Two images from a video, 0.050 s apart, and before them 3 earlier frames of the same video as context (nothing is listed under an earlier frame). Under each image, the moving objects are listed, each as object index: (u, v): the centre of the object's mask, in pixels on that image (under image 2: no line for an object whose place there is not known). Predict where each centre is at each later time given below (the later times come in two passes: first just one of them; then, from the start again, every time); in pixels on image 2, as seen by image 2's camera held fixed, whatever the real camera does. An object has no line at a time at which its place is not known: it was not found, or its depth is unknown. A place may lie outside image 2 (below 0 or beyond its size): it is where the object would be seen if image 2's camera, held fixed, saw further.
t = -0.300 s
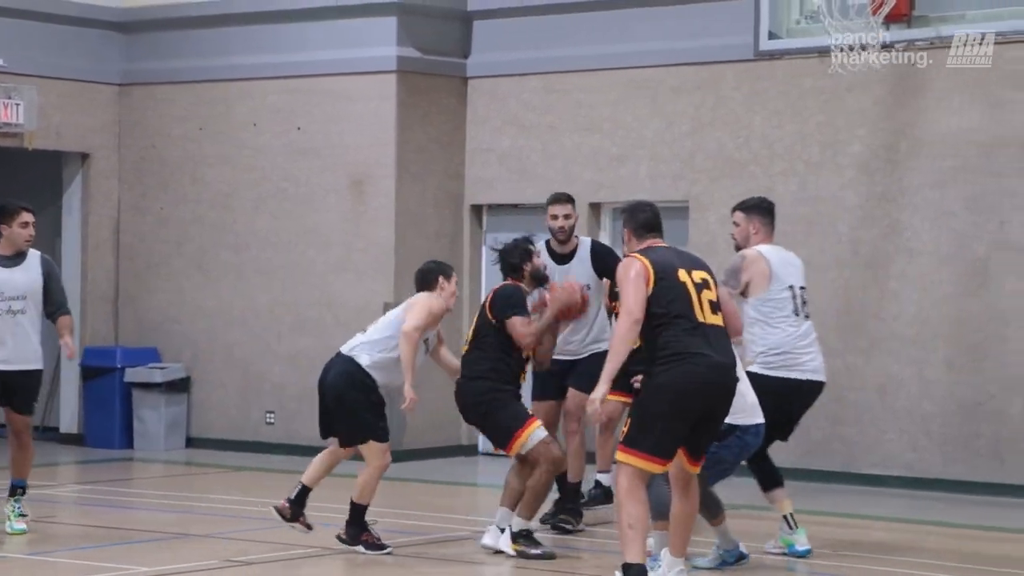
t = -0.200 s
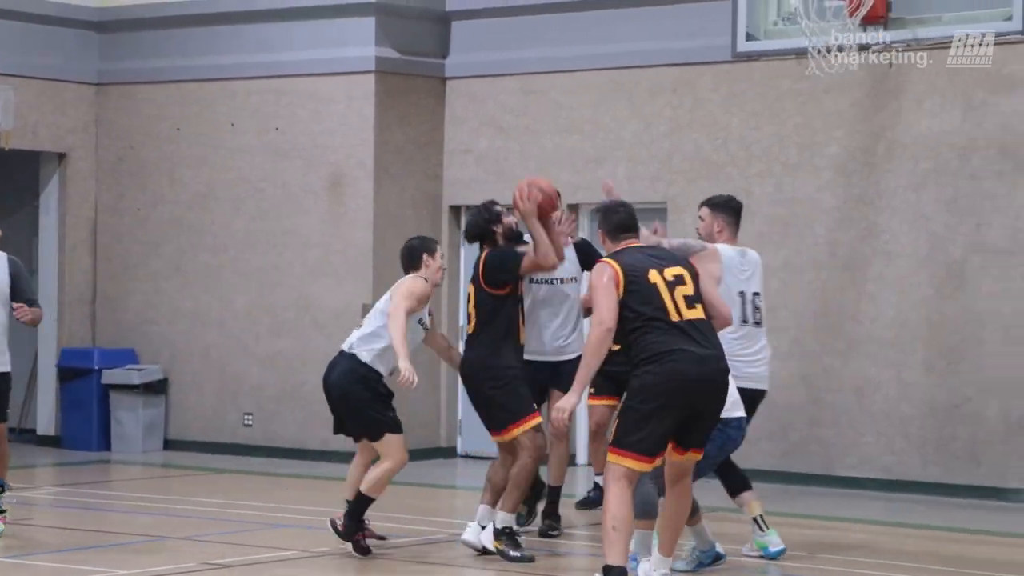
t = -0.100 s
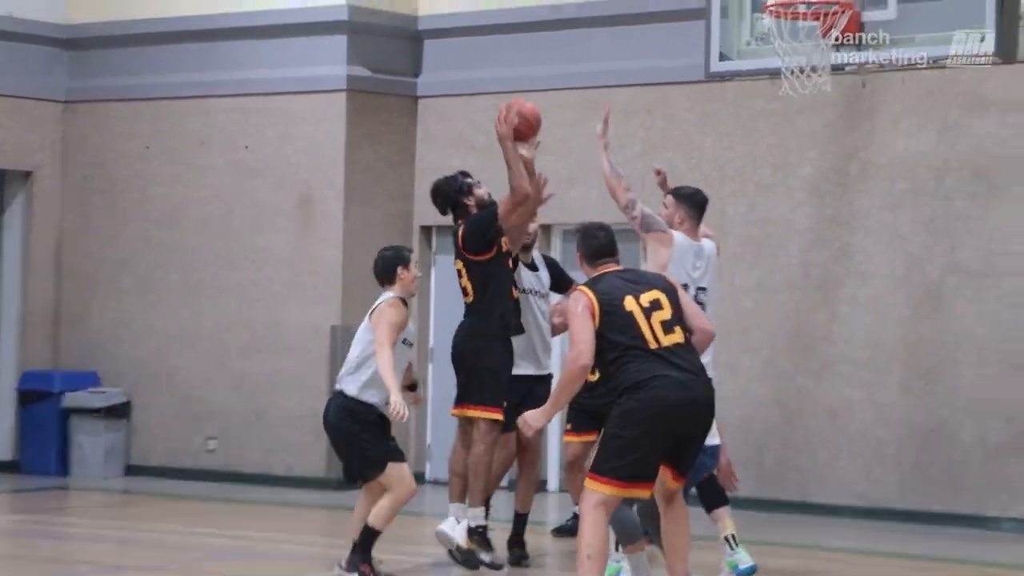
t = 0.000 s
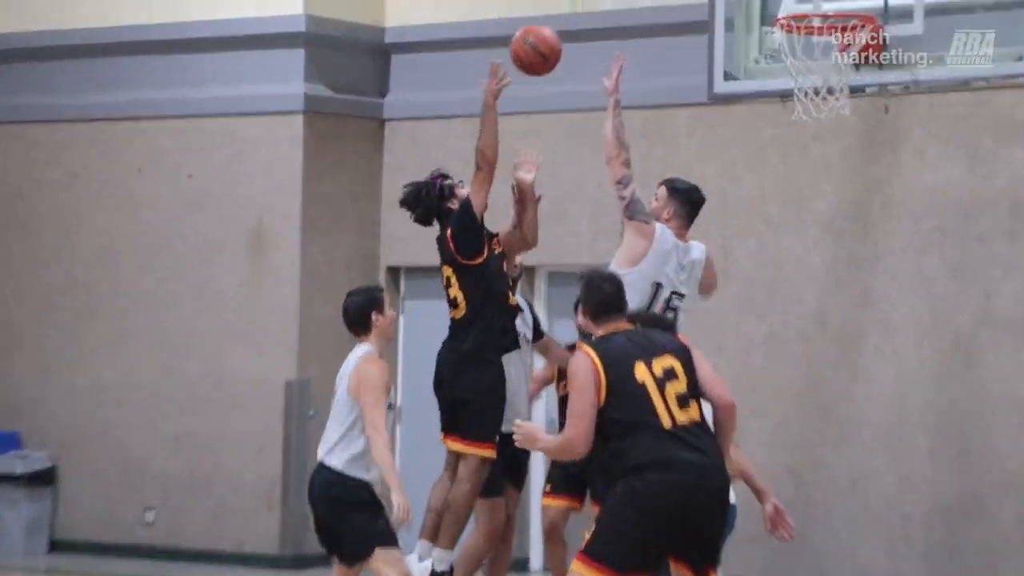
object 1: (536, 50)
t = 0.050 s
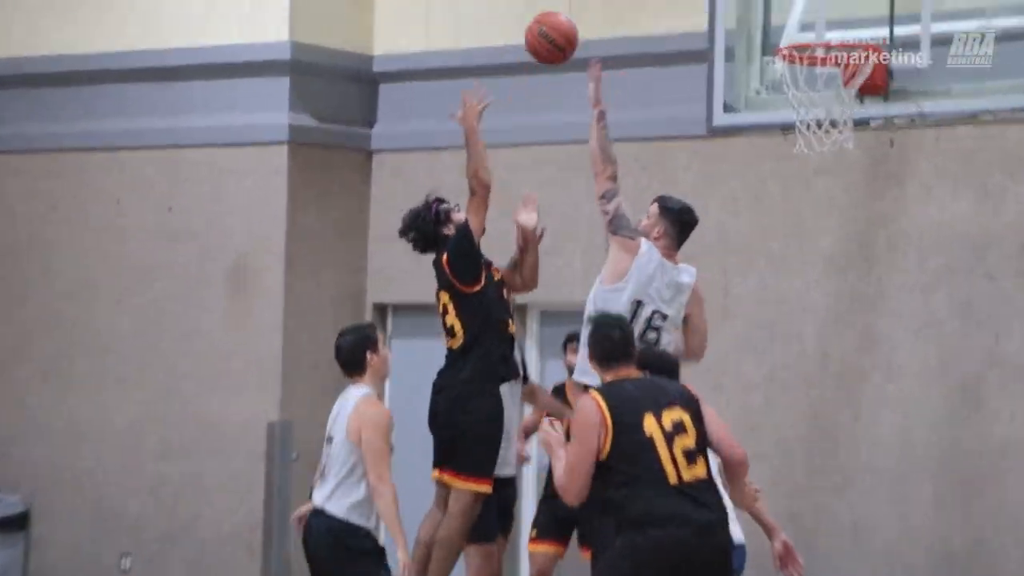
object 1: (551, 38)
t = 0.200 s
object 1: (617, -56)
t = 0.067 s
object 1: (559, 25)
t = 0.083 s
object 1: (566, 13)
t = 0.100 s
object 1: (573, 1)
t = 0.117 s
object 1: (581, -10)
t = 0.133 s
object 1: (588, -20)
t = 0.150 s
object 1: (595, -30)
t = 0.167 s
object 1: (602, -39)
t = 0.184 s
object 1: (610, -48)
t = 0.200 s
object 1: (617, -56)
